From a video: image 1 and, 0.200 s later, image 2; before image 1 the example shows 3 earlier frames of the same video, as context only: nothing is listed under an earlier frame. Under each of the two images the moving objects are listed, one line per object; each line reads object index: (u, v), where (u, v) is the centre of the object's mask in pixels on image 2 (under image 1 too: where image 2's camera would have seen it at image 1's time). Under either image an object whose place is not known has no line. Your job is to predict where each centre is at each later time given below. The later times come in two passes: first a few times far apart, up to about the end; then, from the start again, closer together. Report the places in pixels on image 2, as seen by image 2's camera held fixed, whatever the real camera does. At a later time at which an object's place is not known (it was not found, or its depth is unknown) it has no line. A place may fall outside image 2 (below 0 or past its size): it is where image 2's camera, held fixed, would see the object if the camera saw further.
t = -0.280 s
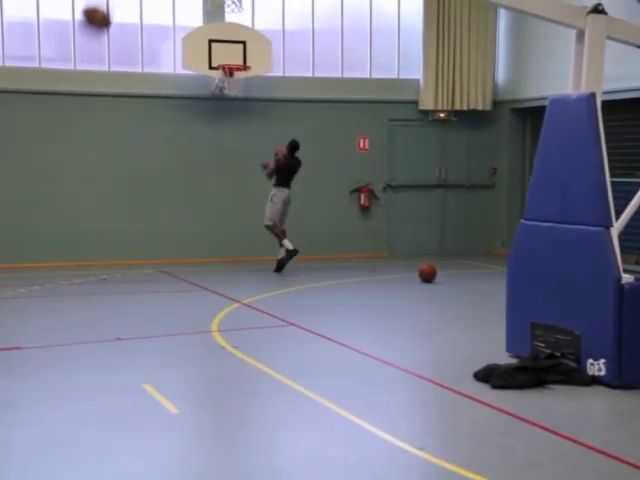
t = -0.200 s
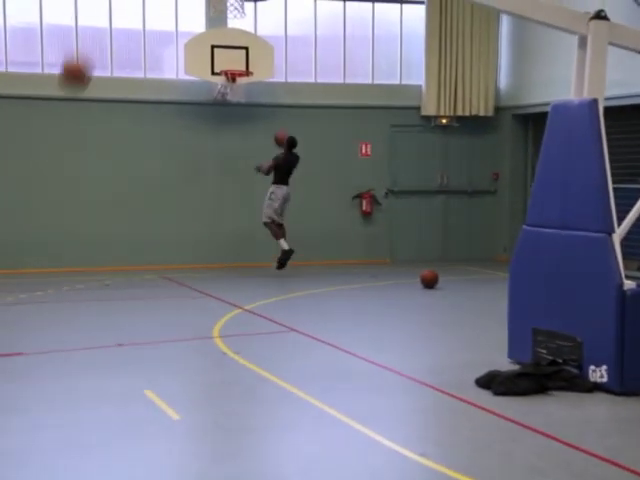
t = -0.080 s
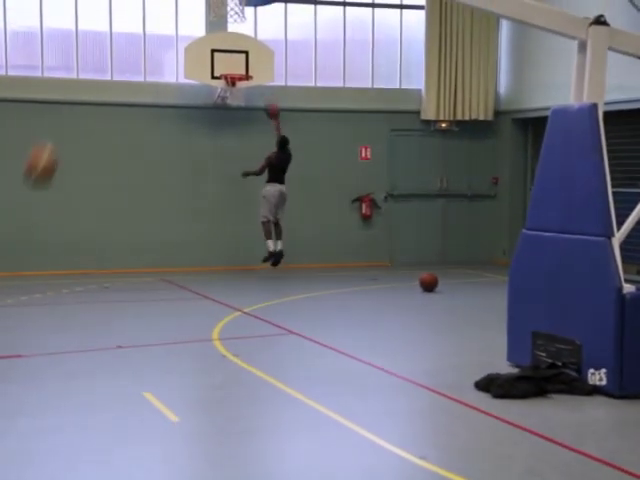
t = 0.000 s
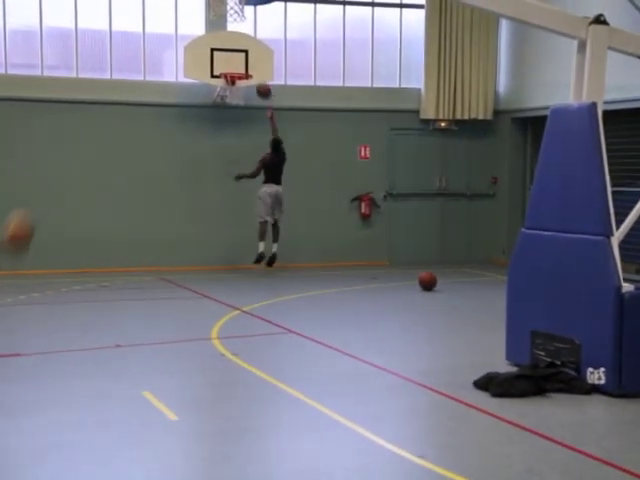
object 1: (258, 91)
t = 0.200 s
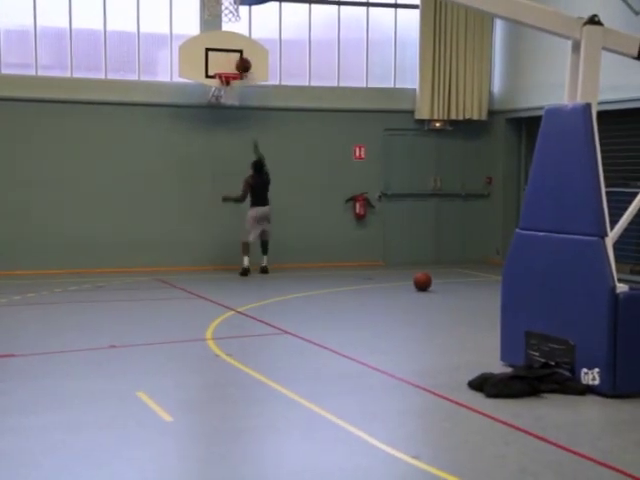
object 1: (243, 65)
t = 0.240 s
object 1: (241, 63)
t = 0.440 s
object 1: (235, 69)
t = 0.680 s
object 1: (227, 96)
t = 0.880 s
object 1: (230, 104)
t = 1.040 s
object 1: (233, 121)
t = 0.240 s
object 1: (241, 63)
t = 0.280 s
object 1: (240, 62)
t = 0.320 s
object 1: (239, 62)
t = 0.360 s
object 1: (238, 64)
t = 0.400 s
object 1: (236, 66)
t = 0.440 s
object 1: (235, 69)
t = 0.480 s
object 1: (234, 73)
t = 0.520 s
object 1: (233, 80)
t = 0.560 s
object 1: (232, 86)
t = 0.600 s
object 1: (231, 87)
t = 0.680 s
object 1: (227, 96)
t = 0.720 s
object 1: (227, 96)
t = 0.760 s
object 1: (226, 97)
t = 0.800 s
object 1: (226, 100)
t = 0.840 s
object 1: (227, 101)
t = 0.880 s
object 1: (230, 104)
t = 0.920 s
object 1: (229, 104)
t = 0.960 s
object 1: (230, 108)
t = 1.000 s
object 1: (232, 113)
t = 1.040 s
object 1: (233, 121)
